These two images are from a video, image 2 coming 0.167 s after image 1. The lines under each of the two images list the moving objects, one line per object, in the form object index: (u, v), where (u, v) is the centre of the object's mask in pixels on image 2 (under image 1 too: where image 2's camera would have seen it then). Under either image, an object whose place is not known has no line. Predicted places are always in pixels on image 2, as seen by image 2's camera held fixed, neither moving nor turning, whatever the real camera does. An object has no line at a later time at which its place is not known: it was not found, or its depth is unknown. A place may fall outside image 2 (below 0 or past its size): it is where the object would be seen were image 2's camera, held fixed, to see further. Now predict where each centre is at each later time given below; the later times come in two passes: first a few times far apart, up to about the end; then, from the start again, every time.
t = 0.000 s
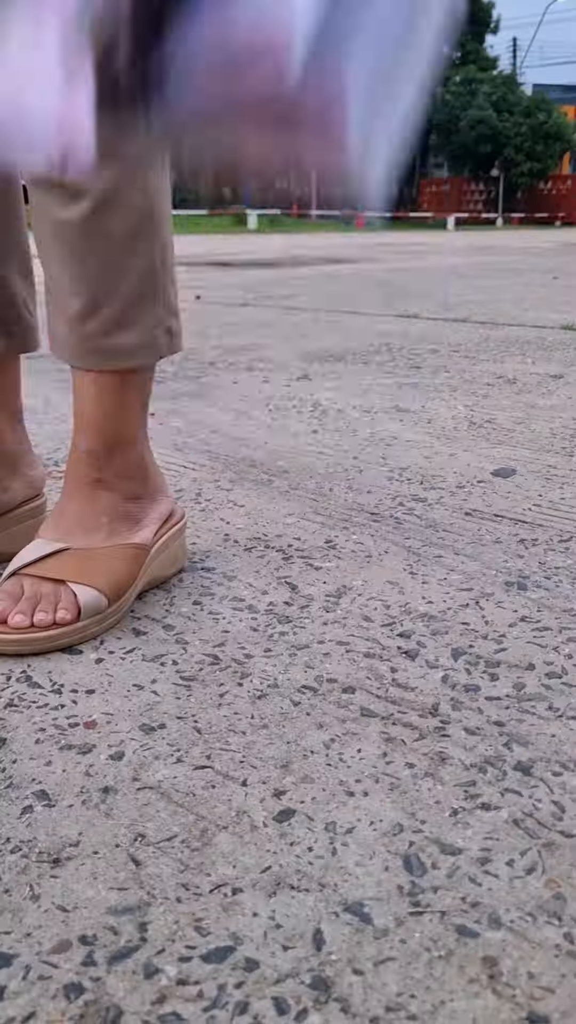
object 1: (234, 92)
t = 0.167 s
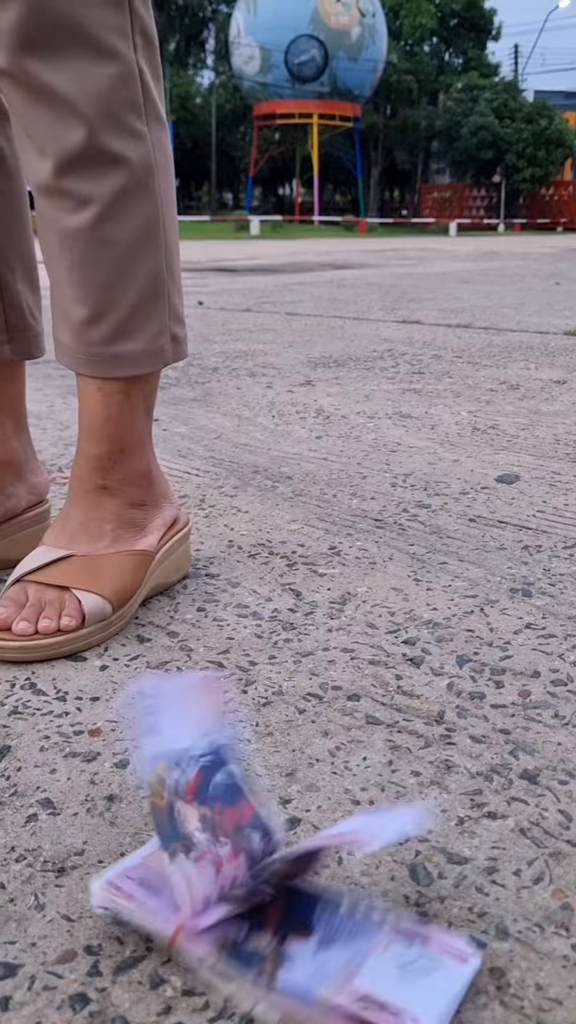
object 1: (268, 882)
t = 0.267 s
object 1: (309, 839)
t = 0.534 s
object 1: (324, 862)
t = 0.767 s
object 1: (323, 862)
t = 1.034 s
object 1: (323, 862)
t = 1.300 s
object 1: (323, 862)
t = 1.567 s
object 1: (323, 862)
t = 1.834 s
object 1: (323, 862)
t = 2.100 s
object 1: (323, 862)
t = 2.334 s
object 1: (323, 862)
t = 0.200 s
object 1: (310, 884)
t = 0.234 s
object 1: (313, 853)
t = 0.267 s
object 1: (309, 839)
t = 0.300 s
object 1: (310, 827)
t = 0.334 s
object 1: (315, 827)
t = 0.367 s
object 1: (319, 843)
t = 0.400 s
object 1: (324, 852)
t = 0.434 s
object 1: (323, 862)
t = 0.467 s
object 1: (335, 850)
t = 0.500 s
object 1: (335, 854)
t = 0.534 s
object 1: (324, 862)
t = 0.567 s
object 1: (324, 862)
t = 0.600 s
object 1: (323, 862)
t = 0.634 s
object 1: (324, 862)
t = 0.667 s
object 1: (323, 862)
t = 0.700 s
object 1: (323, 862)
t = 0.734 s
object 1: (323, 862)
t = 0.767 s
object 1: (323, 862)
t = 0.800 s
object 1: (323, 862)
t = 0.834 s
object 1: (323, 862)
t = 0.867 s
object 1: (323, 862)
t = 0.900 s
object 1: (323, 862)
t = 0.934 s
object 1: (323, 862)
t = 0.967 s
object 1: (323, 862)
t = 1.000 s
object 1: (323, 862)
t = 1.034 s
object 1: (323, 862)
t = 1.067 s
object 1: (323, 862)
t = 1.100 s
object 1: (323, 862)
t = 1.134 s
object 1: (323, 862)
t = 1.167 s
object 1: (323, 862)
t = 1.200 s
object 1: (324, 862)
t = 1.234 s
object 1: (323, 862)
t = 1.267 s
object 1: (323, 862)
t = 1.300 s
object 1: (323, 862)
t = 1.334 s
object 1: (323, 862)
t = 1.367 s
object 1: (323, 862)
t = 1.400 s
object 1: (323, 862)
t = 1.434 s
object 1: (323, 862)
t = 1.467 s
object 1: (323, 862)
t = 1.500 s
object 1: (323, 862)
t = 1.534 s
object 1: (323, 862)
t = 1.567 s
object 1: (323, 862)
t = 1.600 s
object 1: (323, 862)
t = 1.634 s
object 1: (323, 862)
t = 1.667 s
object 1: (323, 862)
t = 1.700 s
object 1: (323, 862)
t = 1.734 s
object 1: (323, 862)
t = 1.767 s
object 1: (323, 862)
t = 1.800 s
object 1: (323, 862)
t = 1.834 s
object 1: (323, 862)
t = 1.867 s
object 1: (323, 862)
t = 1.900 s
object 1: (323, 862)
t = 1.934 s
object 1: (323, 862)
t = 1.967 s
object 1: (323, 862)
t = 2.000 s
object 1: (323, 862)
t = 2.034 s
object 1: (323, 862)
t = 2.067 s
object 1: (323, 862)
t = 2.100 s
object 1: (323, 862)
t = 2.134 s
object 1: (323, 862)
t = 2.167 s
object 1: (323, 862)
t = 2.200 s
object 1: (323, 862)
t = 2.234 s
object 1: (323, 862)
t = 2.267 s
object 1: (323, 862)
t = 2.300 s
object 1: (323, 862)
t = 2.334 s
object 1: (323, 862)
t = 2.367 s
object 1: (323, 862)
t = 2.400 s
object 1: (323, 862)
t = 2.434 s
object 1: (323, 862)
